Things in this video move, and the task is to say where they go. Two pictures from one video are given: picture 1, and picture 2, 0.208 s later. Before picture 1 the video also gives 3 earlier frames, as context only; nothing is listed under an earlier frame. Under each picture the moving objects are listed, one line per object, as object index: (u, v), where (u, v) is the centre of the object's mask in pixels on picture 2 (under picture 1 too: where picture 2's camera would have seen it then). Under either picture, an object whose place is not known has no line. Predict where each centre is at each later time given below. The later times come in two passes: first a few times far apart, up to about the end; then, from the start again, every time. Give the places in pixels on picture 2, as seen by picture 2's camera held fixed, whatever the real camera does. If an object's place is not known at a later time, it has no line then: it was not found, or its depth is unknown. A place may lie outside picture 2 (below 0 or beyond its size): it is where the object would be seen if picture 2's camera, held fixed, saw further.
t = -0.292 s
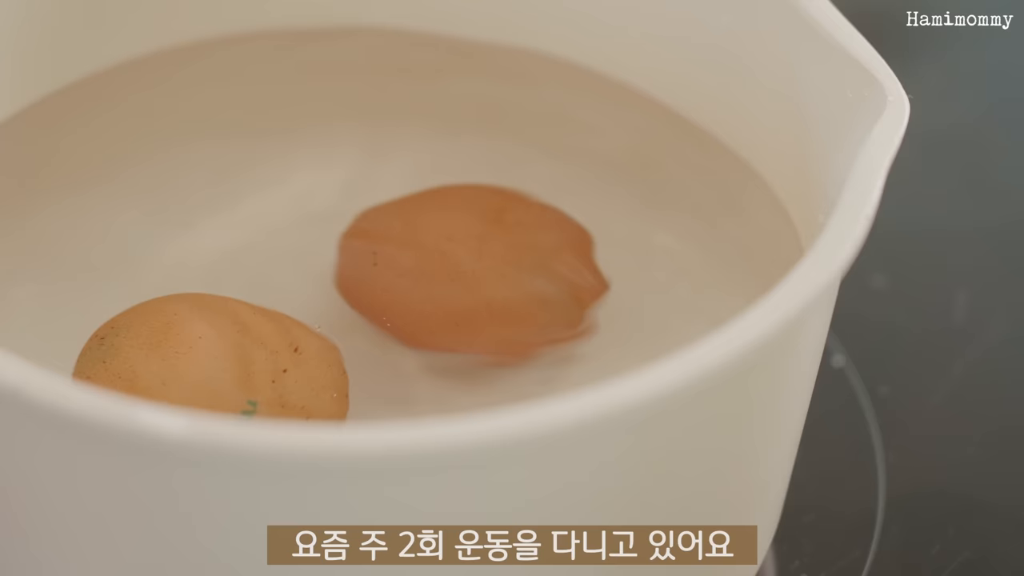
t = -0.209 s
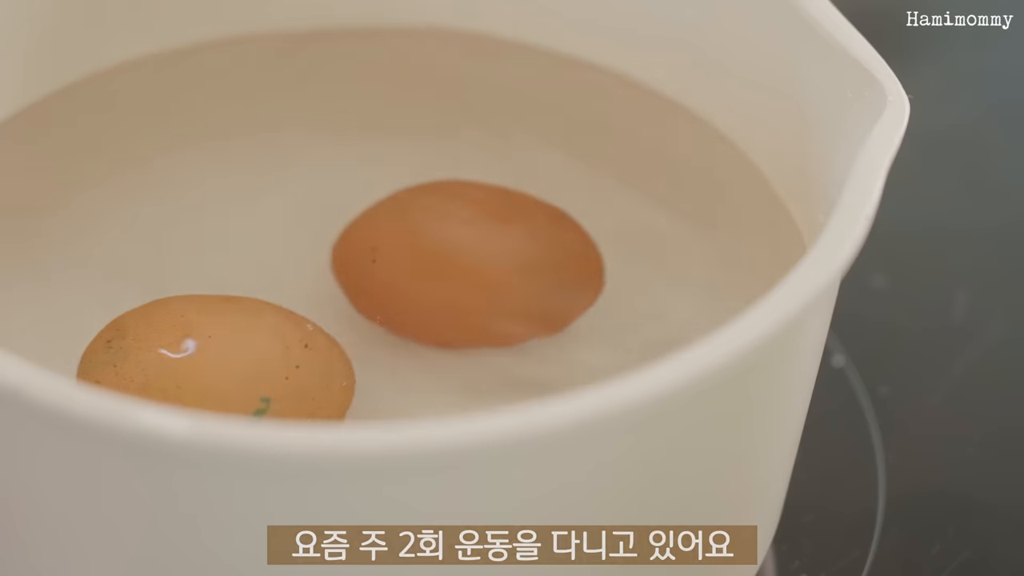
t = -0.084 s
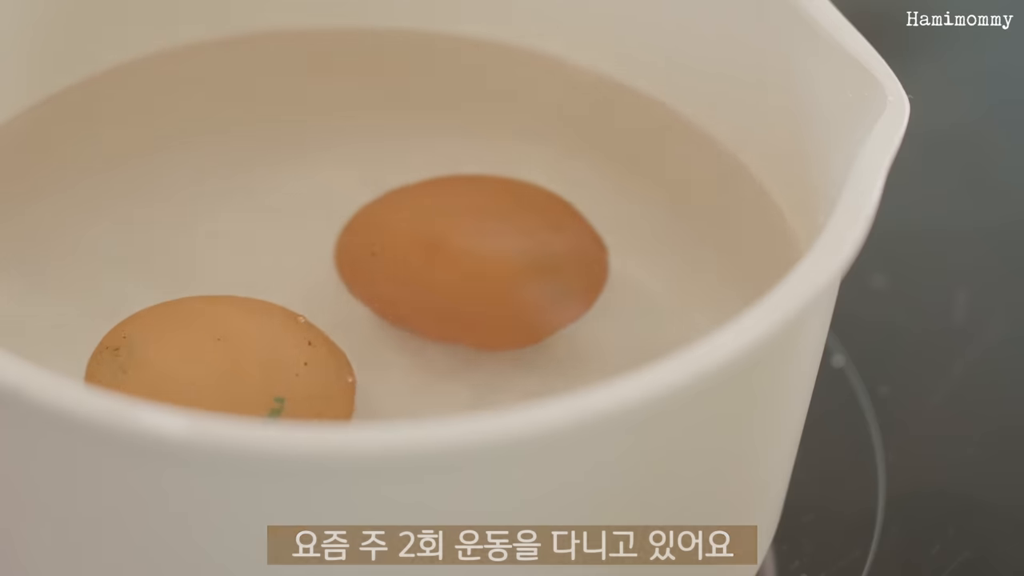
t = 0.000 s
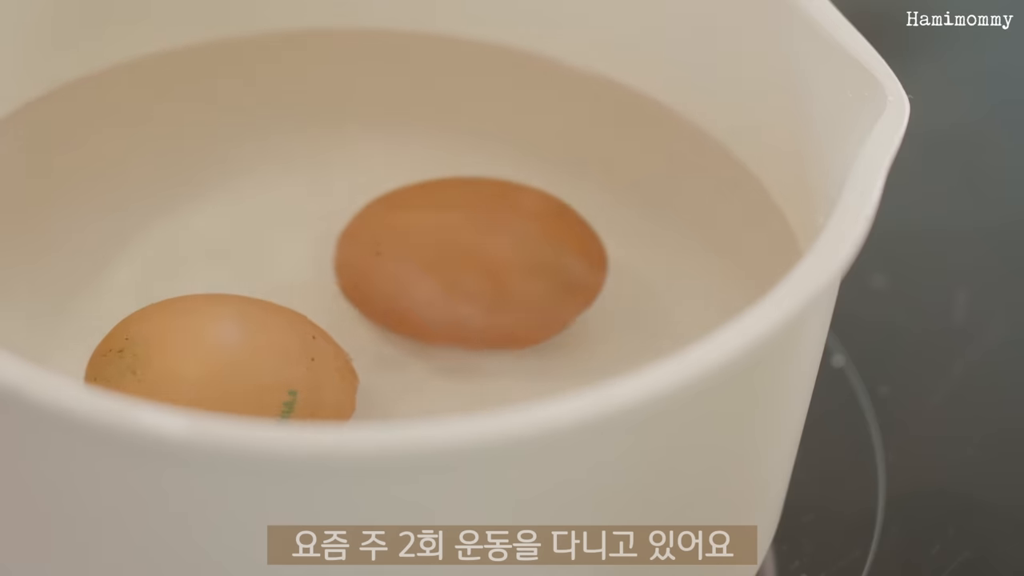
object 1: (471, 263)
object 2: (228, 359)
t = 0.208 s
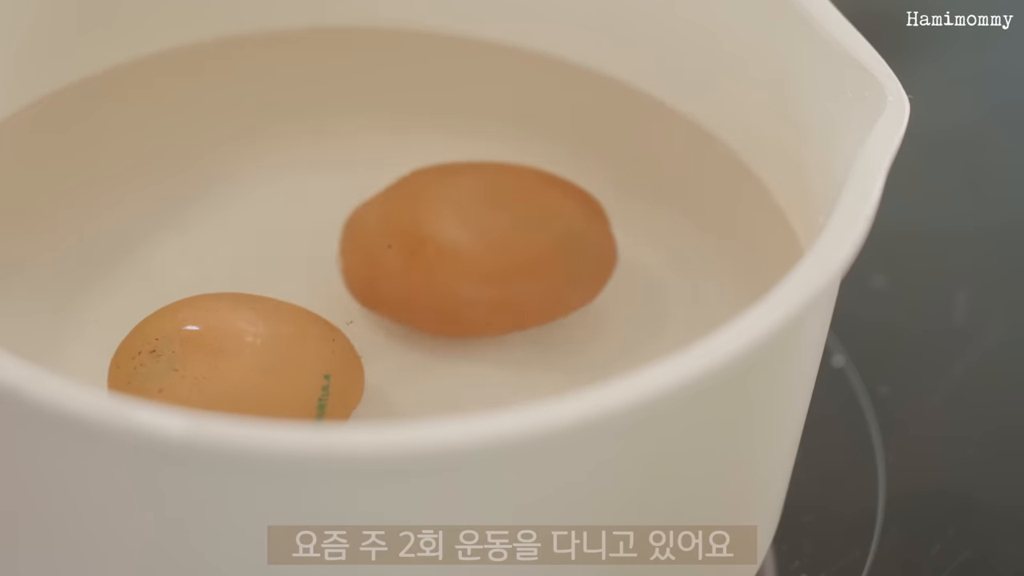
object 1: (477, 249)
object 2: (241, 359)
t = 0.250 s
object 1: (479, 250)
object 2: (245, 360)
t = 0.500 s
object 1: (479, 246)
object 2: (248, 357)
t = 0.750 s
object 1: (482, 241)
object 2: (257, 356)
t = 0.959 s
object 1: (482, 239)
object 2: (253, 357)
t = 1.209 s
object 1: (480, 237)
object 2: (259, 358)
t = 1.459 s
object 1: (476, 238)
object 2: (255, 359)
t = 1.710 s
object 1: (476, 237)
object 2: (259, 362)
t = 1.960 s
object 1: (476, 239)
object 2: (256, 364)
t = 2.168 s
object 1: (479, 240)
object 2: (260, 364)
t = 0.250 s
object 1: (479, 250)
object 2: (245, 360)
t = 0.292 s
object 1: (478, 250)
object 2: (246, 358)
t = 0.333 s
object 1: (481, 248)
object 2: (248, 359)
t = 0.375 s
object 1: (478, 249)
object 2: (245, 358)
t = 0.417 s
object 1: (477, 247)
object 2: (243, 358)
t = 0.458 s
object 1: (479, 247)
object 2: (246, 358)
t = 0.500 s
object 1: (479, 246)
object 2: (248, 357)
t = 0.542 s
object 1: (480, 245)
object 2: (250, 357)
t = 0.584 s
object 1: (481, 244)
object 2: (251, 356)
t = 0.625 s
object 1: (482, 243)
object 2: (251, 355)
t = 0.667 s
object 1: (482, 243)
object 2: (252, 356)
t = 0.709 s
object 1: (482, 242)
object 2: (255, 356)
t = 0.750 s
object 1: (482, 241)
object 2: (257, 356)
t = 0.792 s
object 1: (483, 240)
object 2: (257, 355)
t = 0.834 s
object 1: (483, 240)
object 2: (257, 355)
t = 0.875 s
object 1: (483, 240)
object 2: (256, 354)
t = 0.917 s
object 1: (482, 240)
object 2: (254, 355)
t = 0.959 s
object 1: (482, 239)
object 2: (253, 357)
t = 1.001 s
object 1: (481, 239)
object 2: (254, 357)
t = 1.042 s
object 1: (481, 239)
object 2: (255, 357)
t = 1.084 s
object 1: (481, 239)
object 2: (254, 355)
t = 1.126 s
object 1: (481, 238)
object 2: (256, 355)
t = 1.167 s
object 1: (480, 237)
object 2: (257, 356)
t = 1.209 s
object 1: (480, 237)
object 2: (259, 358)
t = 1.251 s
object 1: (480, 236)
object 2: (259, 358)
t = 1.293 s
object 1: (479, 236)
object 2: (259, 358)
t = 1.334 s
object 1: (479, 237)
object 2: (258, 359)
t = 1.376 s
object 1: (478, 237)
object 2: (256, 359)
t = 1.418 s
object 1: (478, 238)
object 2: (255, 359)
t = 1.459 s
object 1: (476, 238)
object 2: (255, 359)
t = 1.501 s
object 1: (476, 237)
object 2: (255, 360)
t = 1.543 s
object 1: (475, 238)
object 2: (256, 361)
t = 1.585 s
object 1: (475, 238)
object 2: (256, 362)
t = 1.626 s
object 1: (476, 238)
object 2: (257, 362)
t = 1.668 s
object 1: (476, 237)
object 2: (258, 362)
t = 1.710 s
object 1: (476, 237)
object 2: (259, 362)
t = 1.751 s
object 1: (476, 238)
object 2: (259, 362)
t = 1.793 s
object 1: (475, 239)
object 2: (259, 363)
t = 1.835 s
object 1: (475, 238)
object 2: (259, 363)
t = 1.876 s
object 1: (475, 238)
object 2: (258, 363)
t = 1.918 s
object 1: (476, 239)
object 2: (257, 363)
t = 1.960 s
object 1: (476, 239)
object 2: (256, 364)
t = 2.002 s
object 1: (476, 240)
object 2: (256, 364)
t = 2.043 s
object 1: (476, 240)
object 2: (257, 364)
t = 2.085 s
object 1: (477, 240)
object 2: (258, 364)
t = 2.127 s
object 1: (479, 240)
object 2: (259, 364)
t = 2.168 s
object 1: (479, 240)
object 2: (260, 364)
